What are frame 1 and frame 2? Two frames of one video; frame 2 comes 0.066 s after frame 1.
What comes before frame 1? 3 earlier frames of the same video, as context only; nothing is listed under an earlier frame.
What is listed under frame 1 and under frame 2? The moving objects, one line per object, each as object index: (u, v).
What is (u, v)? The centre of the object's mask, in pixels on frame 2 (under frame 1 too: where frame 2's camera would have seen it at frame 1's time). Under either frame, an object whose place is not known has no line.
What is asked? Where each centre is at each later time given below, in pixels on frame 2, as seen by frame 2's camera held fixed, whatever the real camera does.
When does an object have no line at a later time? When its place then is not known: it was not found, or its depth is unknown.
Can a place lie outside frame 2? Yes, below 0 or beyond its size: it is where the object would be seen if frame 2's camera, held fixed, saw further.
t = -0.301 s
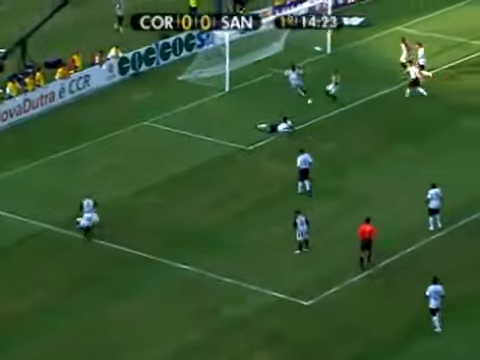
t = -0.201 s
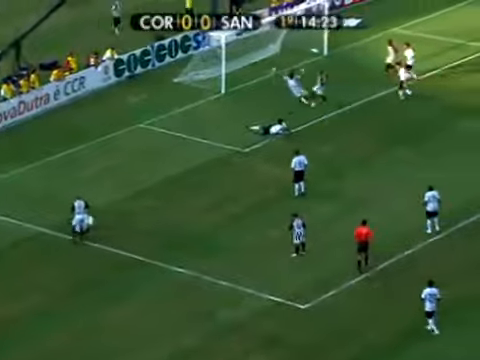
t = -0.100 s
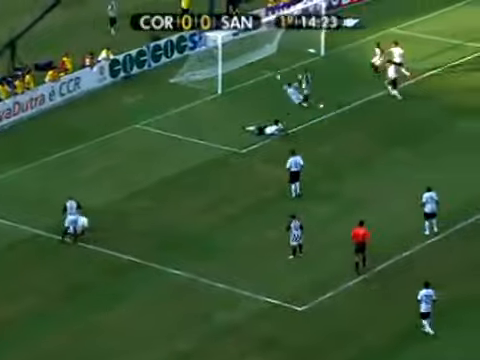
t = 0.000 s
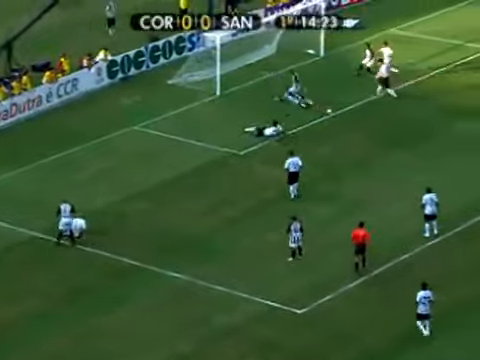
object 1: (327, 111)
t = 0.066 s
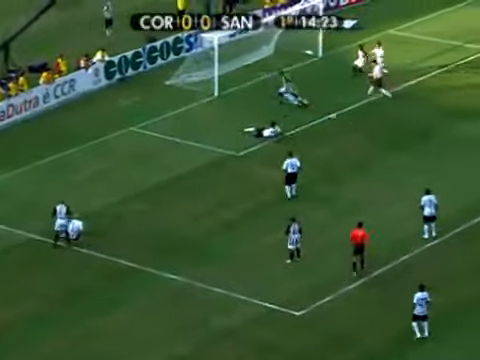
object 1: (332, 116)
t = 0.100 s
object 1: (336, 117)
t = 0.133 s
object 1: (340, 119)
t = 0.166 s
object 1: (342, 118)
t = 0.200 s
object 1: (345, 120)
